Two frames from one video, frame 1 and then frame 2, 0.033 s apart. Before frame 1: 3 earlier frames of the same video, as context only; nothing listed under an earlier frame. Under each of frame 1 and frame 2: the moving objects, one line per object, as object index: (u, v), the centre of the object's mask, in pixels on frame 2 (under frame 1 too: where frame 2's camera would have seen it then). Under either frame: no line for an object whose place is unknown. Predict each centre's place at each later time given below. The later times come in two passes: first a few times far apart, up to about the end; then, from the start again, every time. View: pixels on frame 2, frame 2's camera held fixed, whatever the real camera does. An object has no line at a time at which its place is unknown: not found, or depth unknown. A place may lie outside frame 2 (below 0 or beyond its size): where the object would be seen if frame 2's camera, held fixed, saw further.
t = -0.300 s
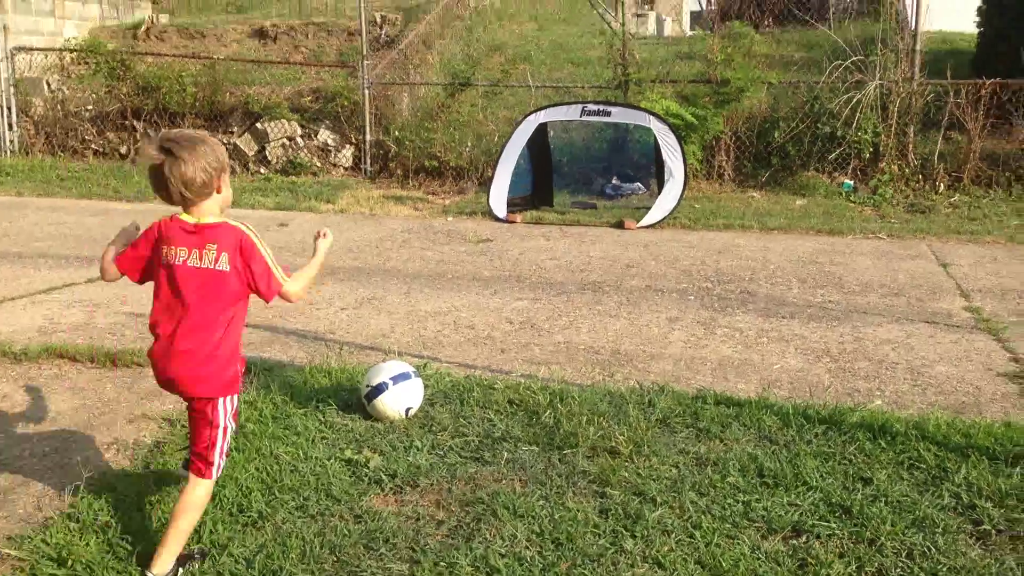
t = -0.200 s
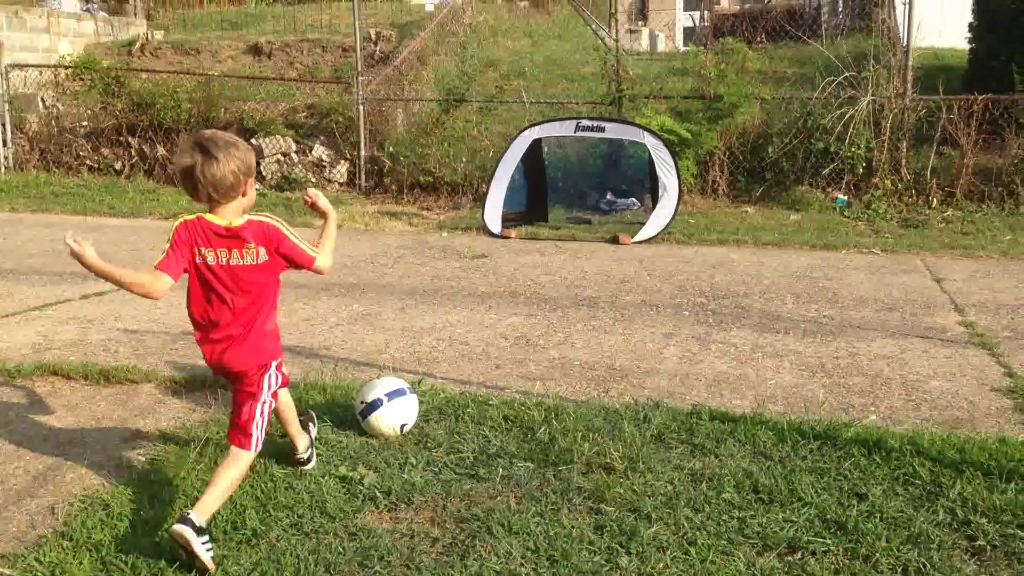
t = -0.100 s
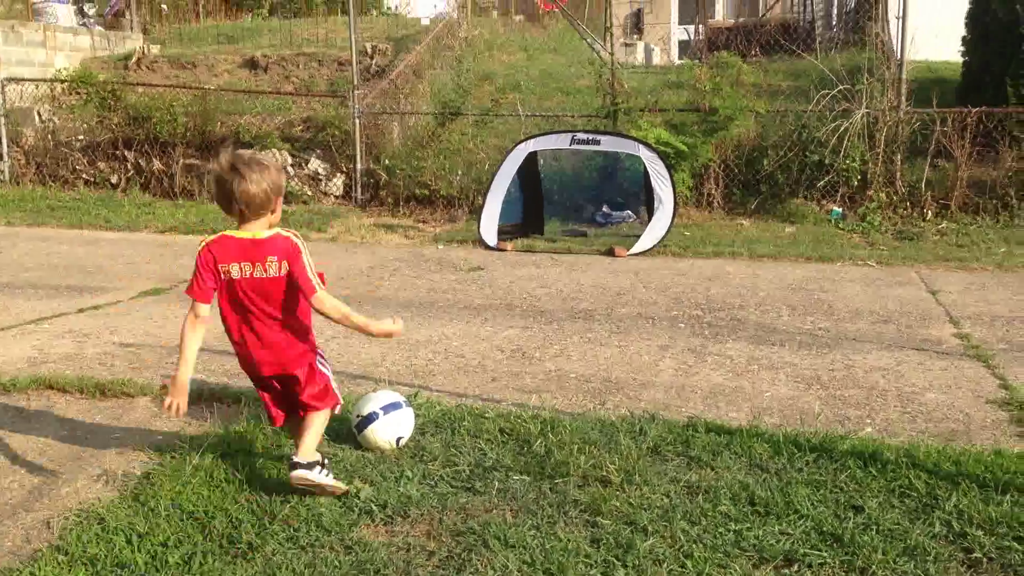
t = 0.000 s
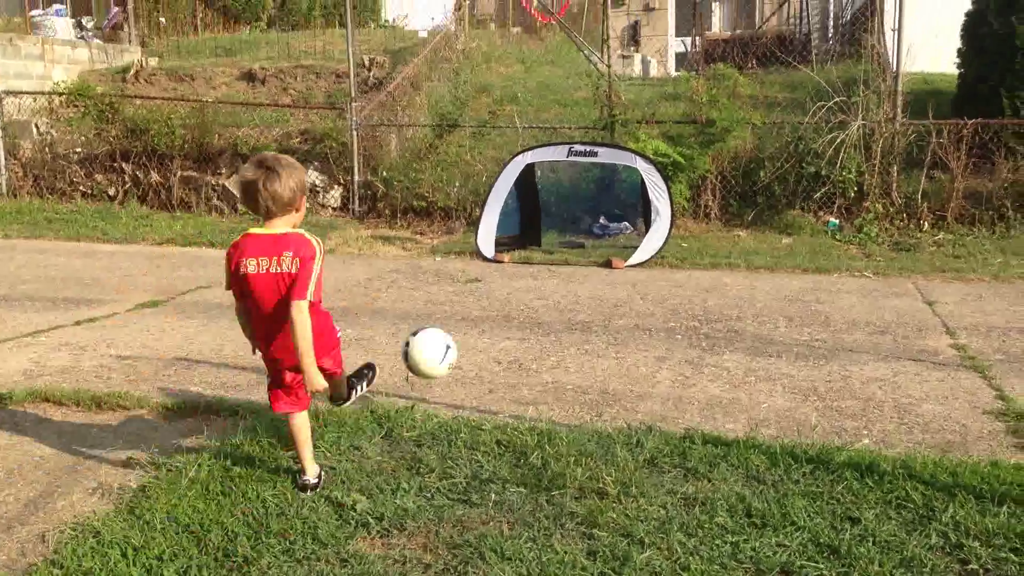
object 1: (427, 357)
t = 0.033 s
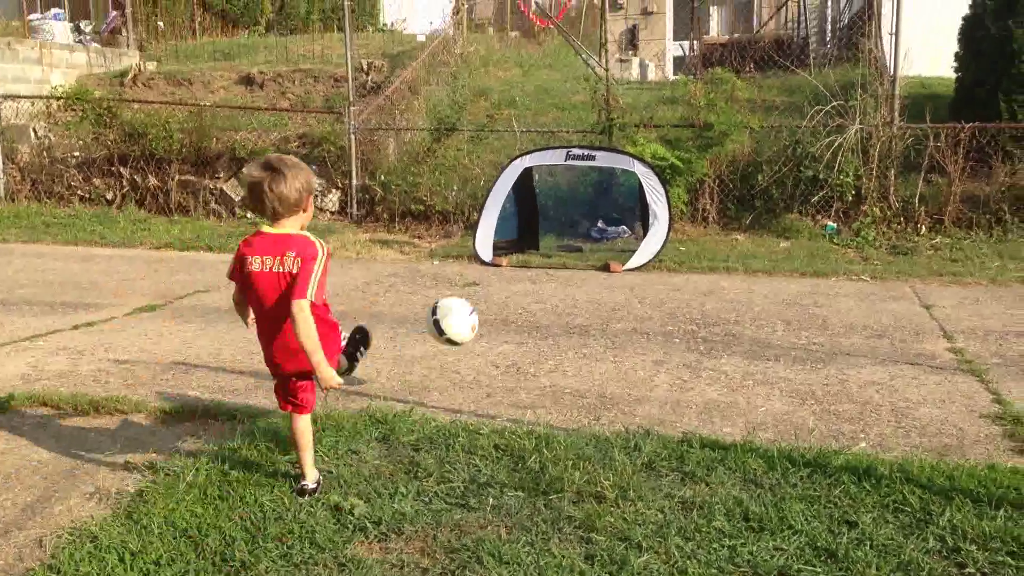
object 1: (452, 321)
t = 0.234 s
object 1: (556, 216)
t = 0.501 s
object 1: (627, 223)
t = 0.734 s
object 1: (625, 245)
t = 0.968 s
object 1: (615, 250)
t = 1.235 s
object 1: (608, 252)
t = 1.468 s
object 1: (601, 252)
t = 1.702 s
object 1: (599, 253)
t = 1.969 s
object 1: (601, 252)
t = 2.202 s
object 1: (601, 252)
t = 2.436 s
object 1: (601, 252)
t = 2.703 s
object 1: (601, 253)
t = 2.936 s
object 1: (601, 253)
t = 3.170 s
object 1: (601, 252)
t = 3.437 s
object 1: (601, 252)
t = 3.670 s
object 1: (601, 252)
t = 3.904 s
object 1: (601, 252)
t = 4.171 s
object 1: (601, 252)
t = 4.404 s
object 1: (601, 252)
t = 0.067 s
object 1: (475, 292)
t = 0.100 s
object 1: (495, 268)
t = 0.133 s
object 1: (512, 249)
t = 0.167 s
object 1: (528, 234)
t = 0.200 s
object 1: (543, 224)
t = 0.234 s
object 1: (556, 216)
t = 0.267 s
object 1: (567, 211)
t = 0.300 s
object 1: (578, 207)
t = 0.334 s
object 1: (588, 206)
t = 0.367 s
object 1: (597, 206)
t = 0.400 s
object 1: (606, 209)
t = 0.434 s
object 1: (613, 213)
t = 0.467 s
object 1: (621, 217)
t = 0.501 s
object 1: (627, 223)
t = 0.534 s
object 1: (634, 230)
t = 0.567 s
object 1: (636, 237)
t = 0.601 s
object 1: (635, 240)
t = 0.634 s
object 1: (634, 236)
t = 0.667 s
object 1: (632, 238)
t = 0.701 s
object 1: (627, 241)
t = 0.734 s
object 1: (625, 245)
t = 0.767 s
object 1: (624, 246)
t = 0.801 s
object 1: (621, 246)
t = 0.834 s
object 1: (620, 246)
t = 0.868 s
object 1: (618, 246)
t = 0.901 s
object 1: (617, 247)
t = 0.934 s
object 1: (615, 249)
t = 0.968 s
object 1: (615, 250)
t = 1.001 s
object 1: (613, 251)
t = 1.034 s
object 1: (612, 251)
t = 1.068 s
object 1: (611, 251)
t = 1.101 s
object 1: (610, 252)
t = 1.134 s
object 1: (609, 252)
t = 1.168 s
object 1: (609, 251)
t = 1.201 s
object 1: (609, 252)
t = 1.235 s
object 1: (608, 252)
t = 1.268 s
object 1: (607, 251)
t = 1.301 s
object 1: (605, 252)
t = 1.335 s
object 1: (604, 252)
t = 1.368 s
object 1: (603, 252)
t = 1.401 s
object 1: (602, 252)
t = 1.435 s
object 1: (602, 252)
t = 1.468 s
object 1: (601, 252)
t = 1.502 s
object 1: (601, 252)
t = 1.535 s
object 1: (600, 252)
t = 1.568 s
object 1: (599, 253)
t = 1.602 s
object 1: (599, 253)
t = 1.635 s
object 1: (599, 253)
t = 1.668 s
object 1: (600, 252)
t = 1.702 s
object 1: (599, 253)
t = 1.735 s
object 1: (600, 253)
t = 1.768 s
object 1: (600, 253)
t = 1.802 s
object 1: (600, 252)
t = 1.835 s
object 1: (600, 253)
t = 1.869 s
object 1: (601, 252)
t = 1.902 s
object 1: (601, 252)
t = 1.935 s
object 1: (601, 252)
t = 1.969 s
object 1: (601, 252)
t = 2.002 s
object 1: (601, 252)
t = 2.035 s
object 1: (601, 252)
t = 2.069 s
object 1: (601, 252)
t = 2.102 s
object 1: (601, 252)
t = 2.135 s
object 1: (601, 252)
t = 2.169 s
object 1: (601, 252)
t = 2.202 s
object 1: (601, 252)
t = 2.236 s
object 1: (601, 252)
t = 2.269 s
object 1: (601, 252)
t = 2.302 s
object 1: (601, 252)
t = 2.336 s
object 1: (601, 252)
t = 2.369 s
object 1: (601, 252)
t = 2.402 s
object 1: (601, 252)
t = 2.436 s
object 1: (601, 252)
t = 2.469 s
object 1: (601, 252)
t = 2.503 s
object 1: (601, 253)
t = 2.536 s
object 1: (601, 253)
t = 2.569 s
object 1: (601, 252)
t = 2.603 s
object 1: (601, 252)
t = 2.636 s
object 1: (601, 253)
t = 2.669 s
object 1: (601, 253)
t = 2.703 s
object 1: (601, 253)
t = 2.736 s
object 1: (601, 253)
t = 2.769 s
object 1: (601, 253)
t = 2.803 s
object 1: (601, 253)
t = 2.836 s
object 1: (601, 253)
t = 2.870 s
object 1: (601, 253)
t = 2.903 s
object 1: (601, 253)
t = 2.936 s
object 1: (601, 253)
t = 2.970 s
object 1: (601, 252)
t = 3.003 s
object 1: (601, 252)
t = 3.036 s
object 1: (601, 253)
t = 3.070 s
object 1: (601, 252)
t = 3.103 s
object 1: (601, 252)
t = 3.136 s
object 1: (601, 252)
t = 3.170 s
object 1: (601, 252)
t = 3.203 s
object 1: (601, 252)
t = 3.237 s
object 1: (601, 252)
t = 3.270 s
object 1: (601, 252)
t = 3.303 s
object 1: (601, 252)
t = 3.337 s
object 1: (601, 252)
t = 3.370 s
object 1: (601, 252)
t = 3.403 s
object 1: (601, 252)
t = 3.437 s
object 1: (601, 252)
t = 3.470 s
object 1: (601, 252)
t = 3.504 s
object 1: (601, 252)
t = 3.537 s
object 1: (601, 252)
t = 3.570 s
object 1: (601, 252)
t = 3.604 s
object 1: (601, 252)
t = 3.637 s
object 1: (601, 252)
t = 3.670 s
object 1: (601, 252)
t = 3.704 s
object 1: (601, 252)
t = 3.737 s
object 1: (601, 252)
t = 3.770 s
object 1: (601, 252)
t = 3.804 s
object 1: (601, 252)
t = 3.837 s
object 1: (601, 252)
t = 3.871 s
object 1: (601, 252)
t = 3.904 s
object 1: (601, 252)
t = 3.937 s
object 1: (601, 252)
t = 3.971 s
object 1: (601, 252)
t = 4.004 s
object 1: (601, 252)
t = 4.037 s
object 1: (601, 252)
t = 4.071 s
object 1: (601, 252)
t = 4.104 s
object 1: (601, 252)
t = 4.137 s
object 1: (601, 252)
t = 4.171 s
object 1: (601, 252)
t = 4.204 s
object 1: (601, 252)
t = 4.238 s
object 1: (601, 252)
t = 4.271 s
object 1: (601, 252)
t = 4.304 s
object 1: (601, 252)
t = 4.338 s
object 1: (601, 252)
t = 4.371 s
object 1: (601, 253)
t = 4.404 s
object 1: (601, 252)
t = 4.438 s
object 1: (601, 252)
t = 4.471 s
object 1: (601, 252)
